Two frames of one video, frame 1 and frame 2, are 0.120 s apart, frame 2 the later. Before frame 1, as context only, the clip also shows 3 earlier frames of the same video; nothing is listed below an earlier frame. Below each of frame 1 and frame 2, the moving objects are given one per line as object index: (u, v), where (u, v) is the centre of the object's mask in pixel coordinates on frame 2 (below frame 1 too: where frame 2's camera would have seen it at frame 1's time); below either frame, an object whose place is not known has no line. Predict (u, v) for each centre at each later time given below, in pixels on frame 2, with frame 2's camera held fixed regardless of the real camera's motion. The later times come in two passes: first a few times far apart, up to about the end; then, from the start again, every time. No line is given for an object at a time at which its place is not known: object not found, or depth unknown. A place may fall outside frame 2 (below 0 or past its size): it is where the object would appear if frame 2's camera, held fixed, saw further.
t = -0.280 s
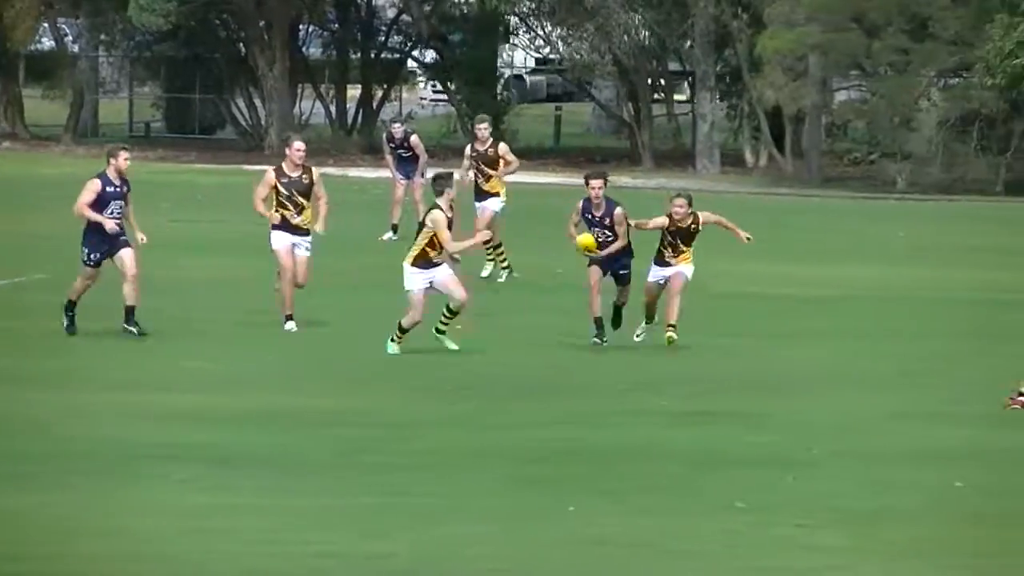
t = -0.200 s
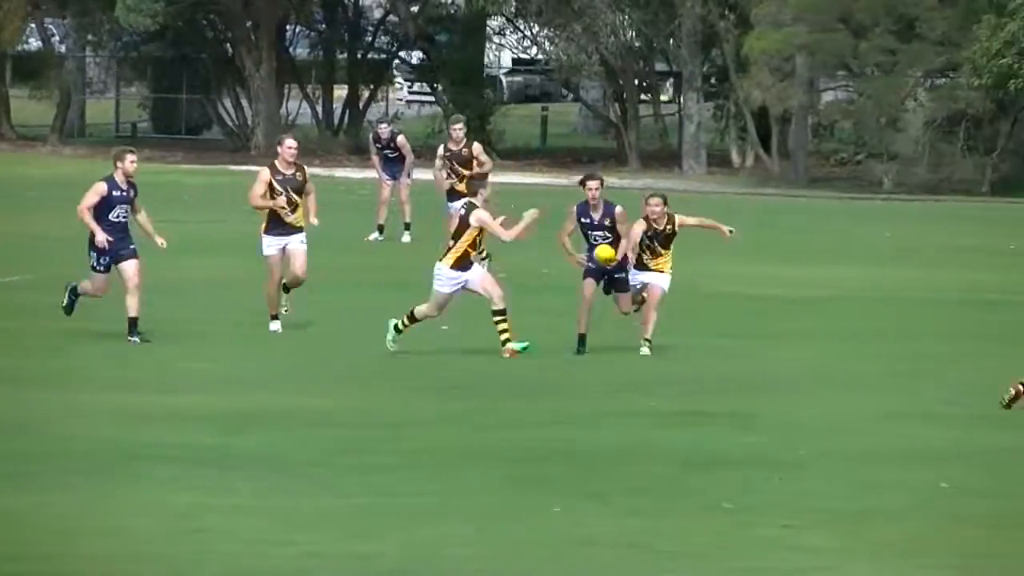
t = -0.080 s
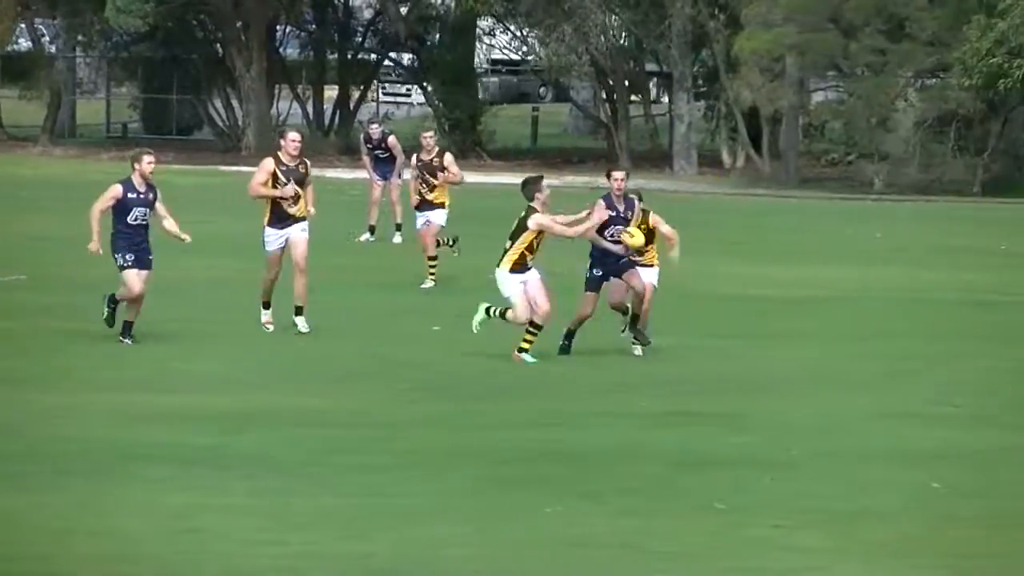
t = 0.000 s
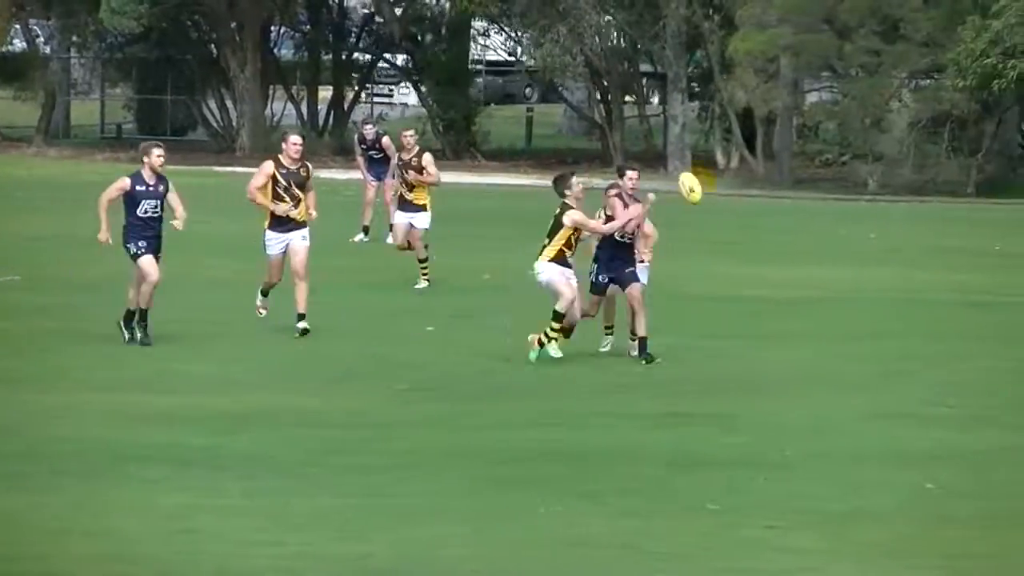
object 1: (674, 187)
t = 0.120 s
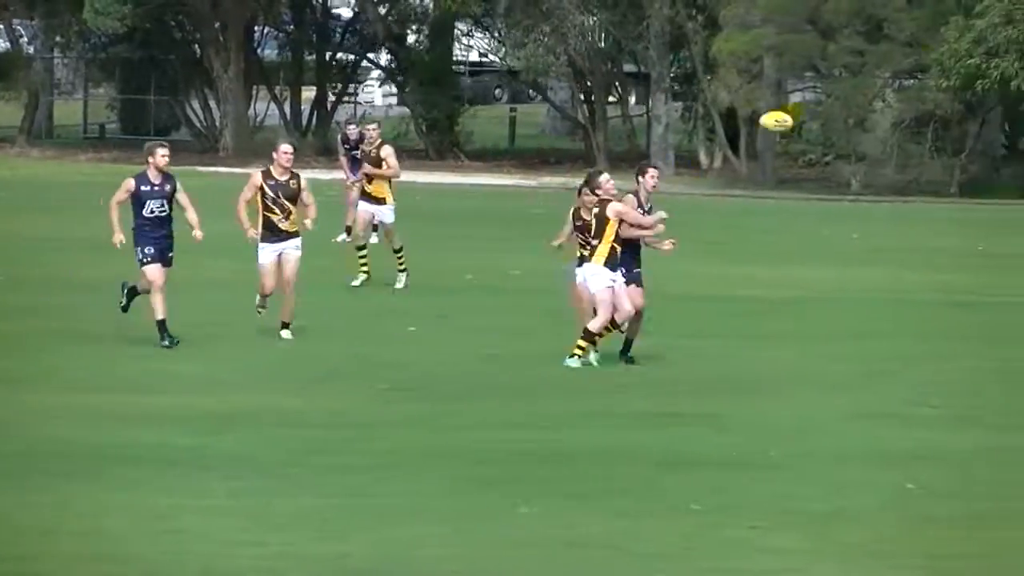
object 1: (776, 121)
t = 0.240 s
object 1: (879, 71)
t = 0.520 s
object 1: (1137, 18)
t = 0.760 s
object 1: (1371, 50)
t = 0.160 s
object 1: (810, 102)
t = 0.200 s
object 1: (844, 86)
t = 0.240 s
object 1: (879, 71)
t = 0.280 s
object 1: (914, 59)
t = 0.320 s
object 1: (950, 48)
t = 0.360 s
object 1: (987, 37)
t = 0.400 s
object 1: (1023, 29)
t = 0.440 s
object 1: (1060, 24)
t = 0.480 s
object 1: (1099, 20)
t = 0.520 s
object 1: (1137, 18)
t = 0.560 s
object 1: (1173, 17)
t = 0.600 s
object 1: (1212, 16)
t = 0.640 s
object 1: (1252, 19)
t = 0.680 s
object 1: (1290, 29)
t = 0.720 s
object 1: (1332, 37)
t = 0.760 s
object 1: (1371, 50)
